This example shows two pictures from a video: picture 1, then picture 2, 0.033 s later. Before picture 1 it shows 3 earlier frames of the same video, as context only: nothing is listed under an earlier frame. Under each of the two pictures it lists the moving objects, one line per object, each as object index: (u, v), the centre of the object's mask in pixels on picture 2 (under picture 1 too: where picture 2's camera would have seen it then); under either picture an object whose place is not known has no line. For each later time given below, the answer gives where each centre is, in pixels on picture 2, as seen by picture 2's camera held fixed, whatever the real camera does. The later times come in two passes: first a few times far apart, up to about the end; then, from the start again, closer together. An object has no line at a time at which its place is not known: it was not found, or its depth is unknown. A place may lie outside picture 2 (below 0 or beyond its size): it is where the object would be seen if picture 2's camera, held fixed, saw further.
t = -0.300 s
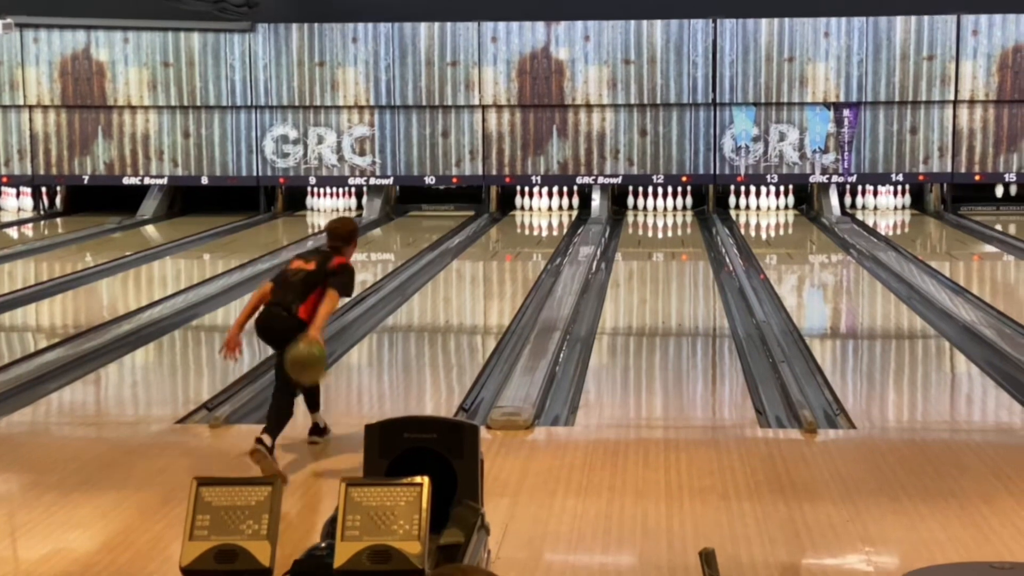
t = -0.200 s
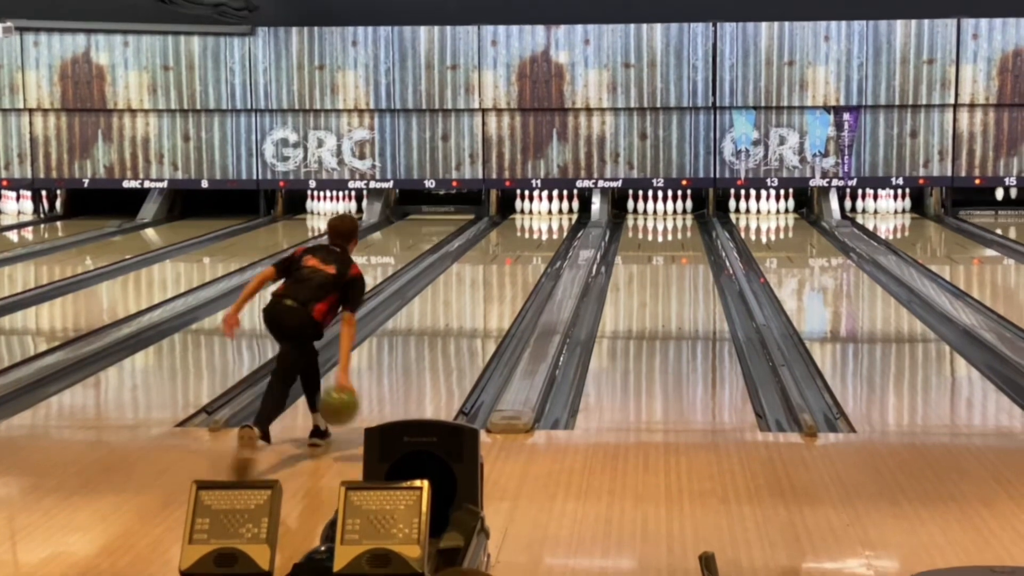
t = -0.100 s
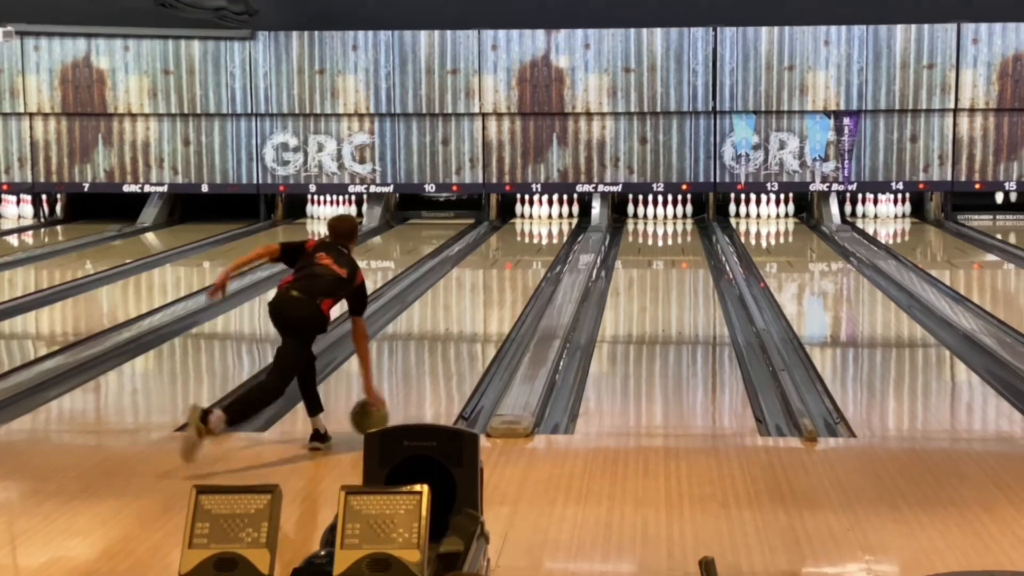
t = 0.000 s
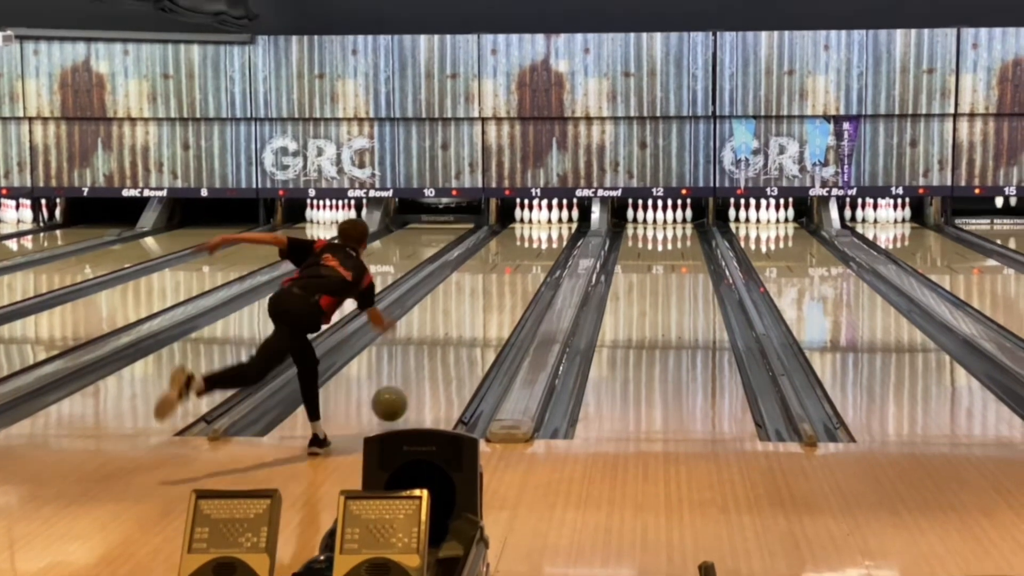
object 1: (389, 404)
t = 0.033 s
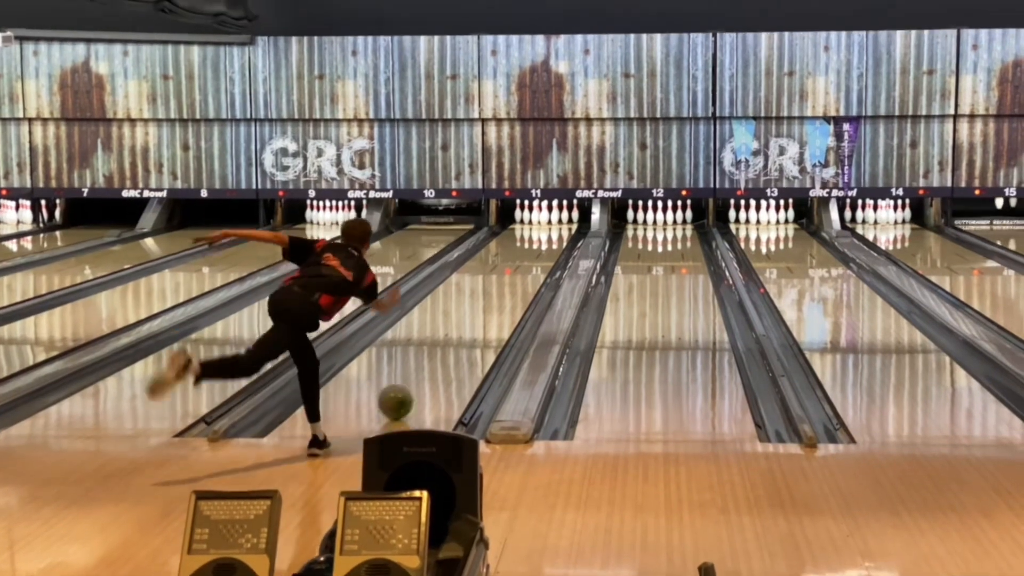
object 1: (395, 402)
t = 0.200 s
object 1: (422, 372)
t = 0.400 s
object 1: (448, 344)
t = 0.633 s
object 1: (471, 318)
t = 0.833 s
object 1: (487, 301)
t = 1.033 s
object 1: (501, 285)
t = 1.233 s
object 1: (512, 272)
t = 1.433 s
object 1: (521, 262)
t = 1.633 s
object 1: (529, 252)
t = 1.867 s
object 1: (535, 243)
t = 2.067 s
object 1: (539, 235)
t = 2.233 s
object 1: (541, 230)
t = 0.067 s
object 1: (401, 395)
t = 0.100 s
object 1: (407, 389)
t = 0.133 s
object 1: (412, 384)
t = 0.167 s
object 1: (417, 378)
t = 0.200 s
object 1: (422, 372)
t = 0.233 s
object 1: (427, 367)
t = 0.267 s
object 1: (431, 362)
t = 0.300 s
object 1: (435, 357)
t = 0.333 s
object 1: (440, 353)
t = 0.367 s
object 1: (444, 348)
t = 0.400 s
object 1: (448, 344)
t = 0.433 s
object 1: (451, 340)
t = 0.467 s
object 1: (455, 336)
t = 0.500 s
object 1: (458, 332)
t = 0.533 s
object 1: (462, 329)
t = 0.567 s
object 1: (465, 325)
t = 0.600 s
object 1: (468, 322)
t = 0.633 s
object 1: (471, 318)
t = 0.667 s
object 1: (474, 315)
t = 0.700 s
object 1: (477, 312)
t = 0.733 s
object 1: (479, 309)
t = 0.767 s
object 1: (482, 307)
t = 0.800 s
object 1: (485, 304)
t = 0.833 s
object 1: (487, 301)
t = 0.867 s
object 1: (489, 298)
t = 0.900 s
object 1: (491, 296)
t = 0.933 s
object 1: (493, 293)
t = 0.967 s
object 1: (496, 291)
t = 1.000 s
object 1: (498, 288)
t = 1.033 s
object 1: (501, 285)
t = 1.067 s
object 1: (503, 283)
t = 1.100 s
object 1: (504, 282)
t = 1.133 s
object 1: (506, 279)
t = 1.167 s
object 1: (508, 276)
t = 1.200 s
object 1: (510, 274)
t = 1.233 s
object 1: (512, 272)
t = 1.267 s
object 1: (513, 271)
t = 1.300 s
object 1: (516, 269)
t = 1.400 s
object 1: (519, 263)
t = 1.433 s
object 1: (521, 262)
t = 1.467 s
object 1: (522, 260)
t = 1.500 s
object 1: (523, 259)
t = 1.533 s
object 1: (524, 257)
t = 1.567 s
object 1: (527, 255)
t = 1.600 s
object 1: (528, 254)
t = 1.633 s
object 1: (529, 252)
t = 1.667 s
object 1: (531, 251)
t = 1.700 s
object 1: (531, 250)
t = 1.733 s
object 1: (532, 248)
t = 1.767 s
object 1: (533, 247)
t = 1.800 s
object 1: (533, 245)
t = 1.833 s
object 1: (534, 244)
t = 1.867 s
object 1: (535, 243)
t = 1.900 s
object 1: (536, 241)
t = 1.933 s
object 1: (537, 239)
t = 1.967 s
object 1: (538, 238)
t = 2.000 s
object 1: (538, 237)
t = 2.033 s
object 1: (538, 236)
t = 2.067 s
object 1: (539, 235)
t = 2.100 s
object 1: (540, 233)
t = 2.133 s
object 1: (540, 233)
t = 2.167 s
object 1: (541, 232)
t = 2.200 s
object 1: (541, 231)
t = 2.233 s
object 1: (541, 230)
